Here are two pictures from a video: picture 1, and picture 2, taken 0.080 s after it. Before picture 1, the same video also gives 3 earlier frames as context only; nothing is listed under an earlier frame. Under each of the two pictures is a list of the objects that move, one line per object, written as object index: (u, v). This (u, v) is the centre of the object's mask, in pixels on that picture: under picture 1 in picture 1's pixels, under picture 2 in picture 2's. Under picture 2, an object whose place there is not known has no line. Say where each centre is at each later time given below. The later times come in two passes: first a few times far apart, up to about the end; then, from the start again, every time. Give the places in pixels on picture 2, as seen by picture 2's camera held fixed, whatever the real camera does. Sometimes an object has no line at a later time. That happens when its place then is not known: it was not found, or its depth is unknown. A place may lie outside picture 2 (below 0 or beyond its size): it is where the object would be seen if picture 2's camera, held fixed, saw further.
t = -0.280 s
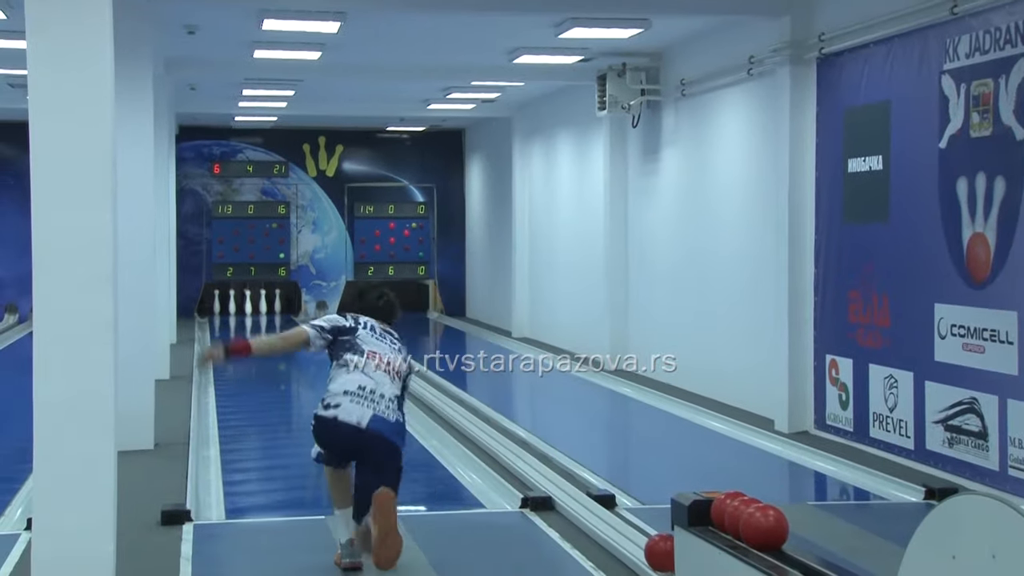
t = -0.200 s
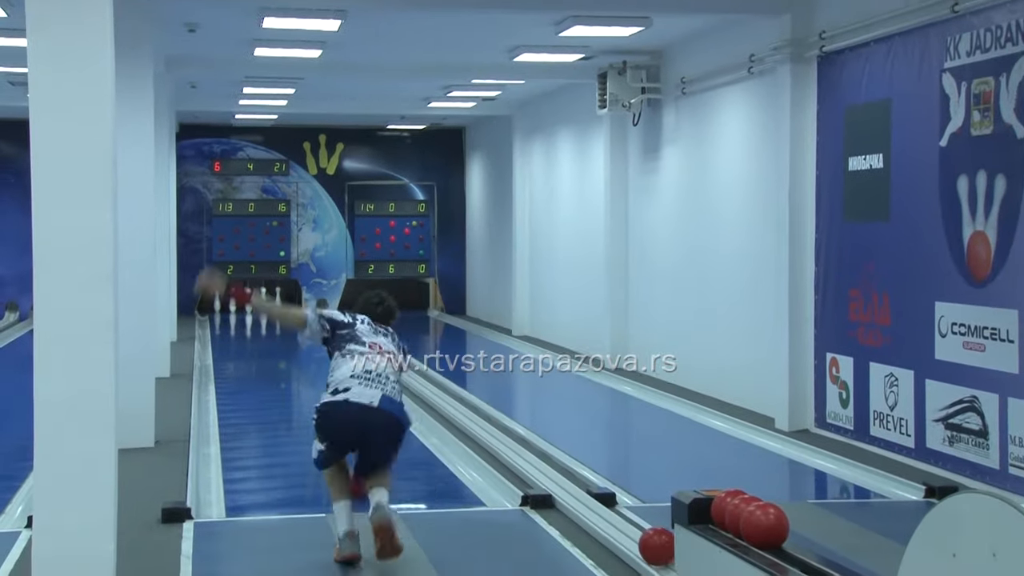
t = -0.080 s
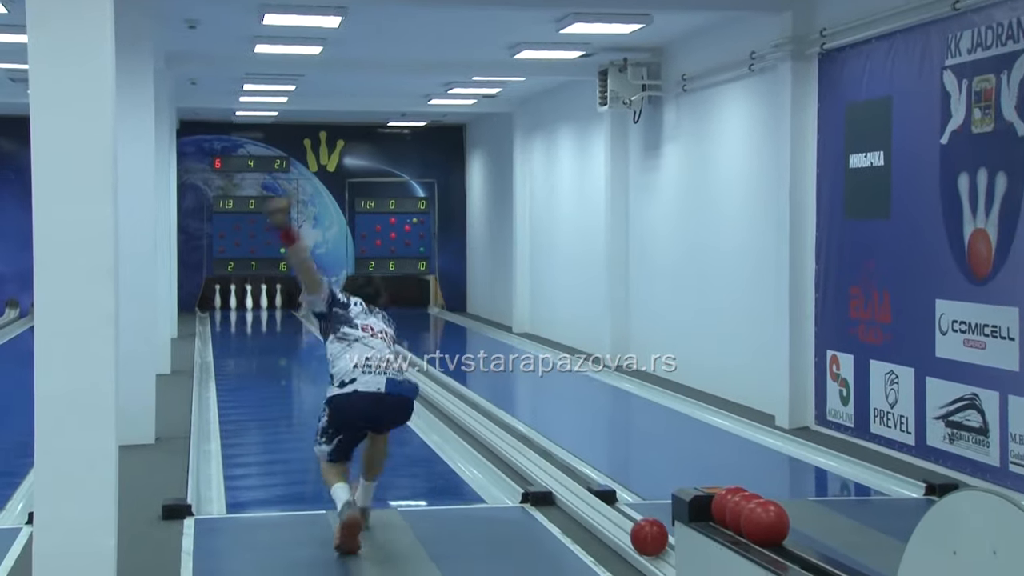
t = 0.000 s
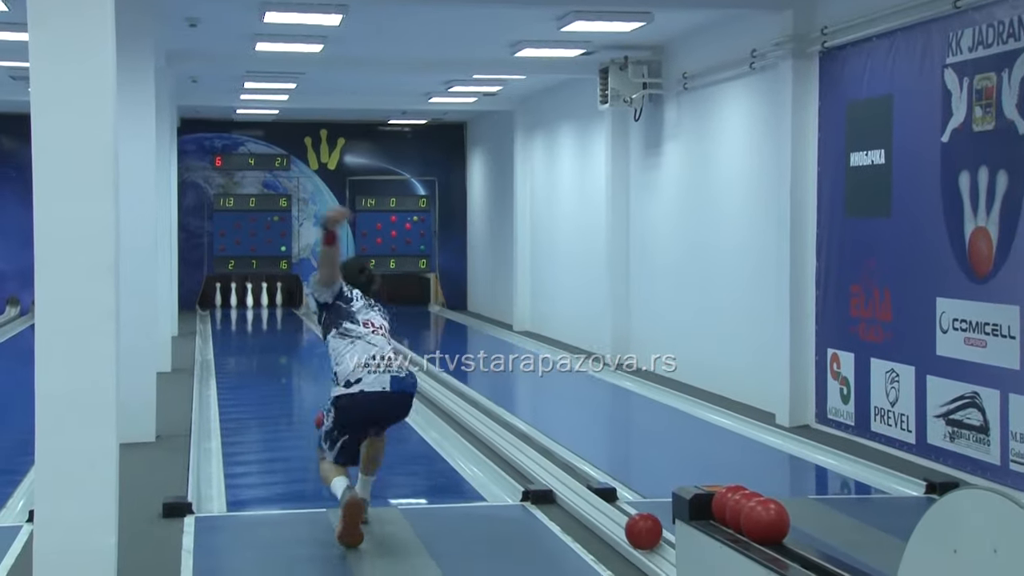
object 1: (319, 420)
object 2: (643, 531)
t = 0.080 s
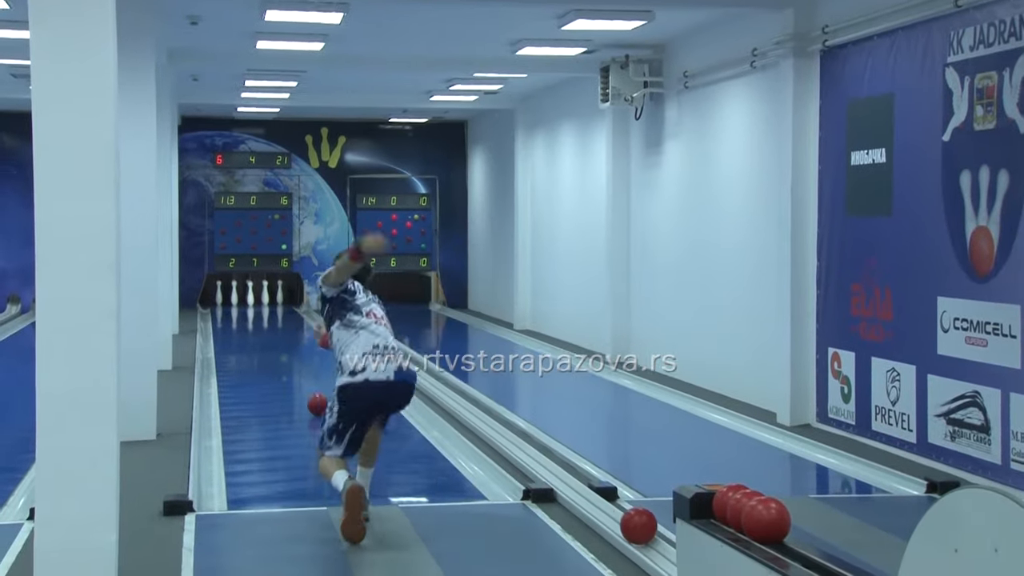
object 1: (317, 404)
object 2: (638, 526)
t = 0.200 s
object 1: (306, 385)
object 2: (630, 520)
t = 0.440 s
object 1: (288, 355)
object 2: (615, 509)
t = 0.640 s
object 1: (279, 339)
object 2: (603, 501)
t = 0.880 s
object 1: (270, 324)
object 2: (589, 491)
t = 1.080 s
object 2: (579, 484)
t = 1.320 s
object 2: (567, 475)
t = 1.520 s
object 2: (558, 468)
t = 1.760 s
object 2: (548, 461)
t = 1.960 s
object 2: (540, 455)
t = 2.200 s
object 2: (531, 449)
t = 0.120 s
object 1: (313, 397)
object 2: (635, 524)
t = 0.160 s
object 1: (309, 391)
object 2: (633, 522)
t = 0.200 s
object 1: (306, 385)
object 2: (630, 520)
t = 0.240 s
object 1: (302, 379)
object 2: (627, 518)
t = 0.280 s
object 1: (300, 373)
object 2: (625, 516)
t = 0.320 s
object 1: (296, 369)
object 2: (622, 514)
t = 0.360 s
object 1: (294, 367)
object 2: (620, 513)
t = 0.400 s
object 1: (284, 360)
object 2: (617, 511)
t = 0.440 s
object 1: (288, 355)
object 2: (615, 509)
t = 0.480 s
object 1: (287, 352)
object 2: (612, 507)
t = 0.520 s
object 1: (285, 348)
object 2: (610, 505)
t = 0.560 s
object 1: (282, 345)
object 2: (607, 504)
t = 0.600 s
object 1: (281, 342)
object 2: (605, 502)
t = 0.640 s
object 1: (279, 339)
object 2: (603, 501)
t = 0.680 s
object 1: (277, 336)
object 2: (601, 499)
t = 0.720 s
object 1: (275, 334)
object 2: (598, 497)
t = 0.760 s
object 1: (274, 331)
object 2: (596, 496)
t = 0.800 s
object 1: (273, 329)
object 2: (594, 494)
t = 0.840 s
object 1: (271, 326)
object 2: (592, 493)
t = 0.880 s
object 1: (270, 324)
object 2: (589, 491)
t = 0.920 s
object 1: (269, 322)
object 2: (587, 490)
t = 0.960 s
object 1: (268, 320)
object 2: (585, 488)
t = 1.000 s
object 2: (583, 487)
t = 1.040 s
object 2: (581, 485)
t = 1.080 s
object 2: (579, 484)
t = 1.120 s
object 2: (577, 482)
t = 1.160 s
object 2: (575, 481)
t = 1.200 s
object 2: (572, 479)
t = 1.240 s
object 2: (570, 478)
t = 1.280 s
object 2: (568, 476)
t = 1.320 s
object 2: (567, 475)
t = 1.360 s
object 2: (564, 474)
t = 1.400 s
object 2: (563, 472)
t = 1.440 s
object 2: (561, 471)
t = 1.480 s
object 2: (559, 469)
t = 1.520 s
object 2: (558, 468)
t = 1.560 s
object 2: (556, 467)
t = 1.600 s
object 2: (554, 466)
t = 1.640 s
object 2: (552, 465)
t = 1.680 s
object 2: (551, 463)
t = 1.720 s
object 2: (549, 462)
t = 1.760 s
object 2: (548, 461)
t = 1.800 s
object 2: (546, 460)
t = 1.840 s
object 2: (544, 459)
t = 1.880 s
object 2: (543, 457)
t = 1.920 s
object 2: (541, 456)
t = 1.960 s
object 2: (540, 455)
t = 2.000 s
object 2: (538, 454)
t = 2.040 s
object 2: (537, 453)
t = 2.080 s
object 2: (535, 451)
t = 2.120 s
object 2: (534, 451)
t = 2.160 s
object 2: (532, 450)
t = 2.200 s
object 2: (531, 449)
